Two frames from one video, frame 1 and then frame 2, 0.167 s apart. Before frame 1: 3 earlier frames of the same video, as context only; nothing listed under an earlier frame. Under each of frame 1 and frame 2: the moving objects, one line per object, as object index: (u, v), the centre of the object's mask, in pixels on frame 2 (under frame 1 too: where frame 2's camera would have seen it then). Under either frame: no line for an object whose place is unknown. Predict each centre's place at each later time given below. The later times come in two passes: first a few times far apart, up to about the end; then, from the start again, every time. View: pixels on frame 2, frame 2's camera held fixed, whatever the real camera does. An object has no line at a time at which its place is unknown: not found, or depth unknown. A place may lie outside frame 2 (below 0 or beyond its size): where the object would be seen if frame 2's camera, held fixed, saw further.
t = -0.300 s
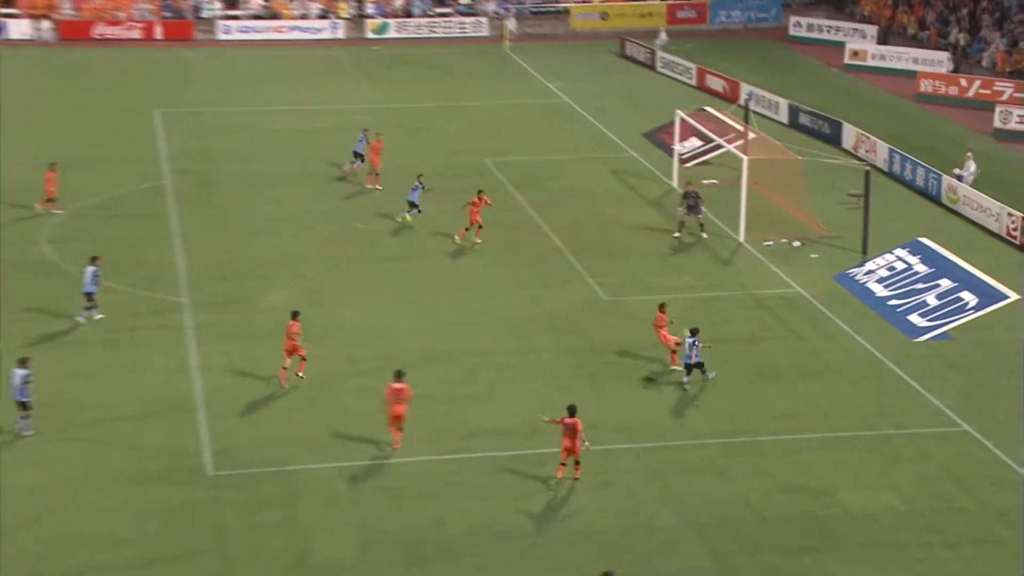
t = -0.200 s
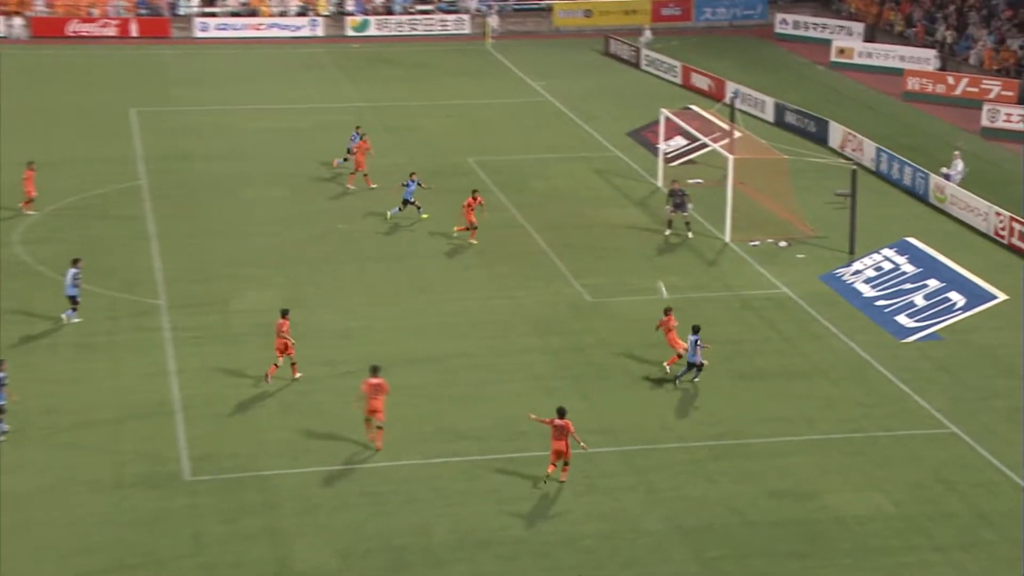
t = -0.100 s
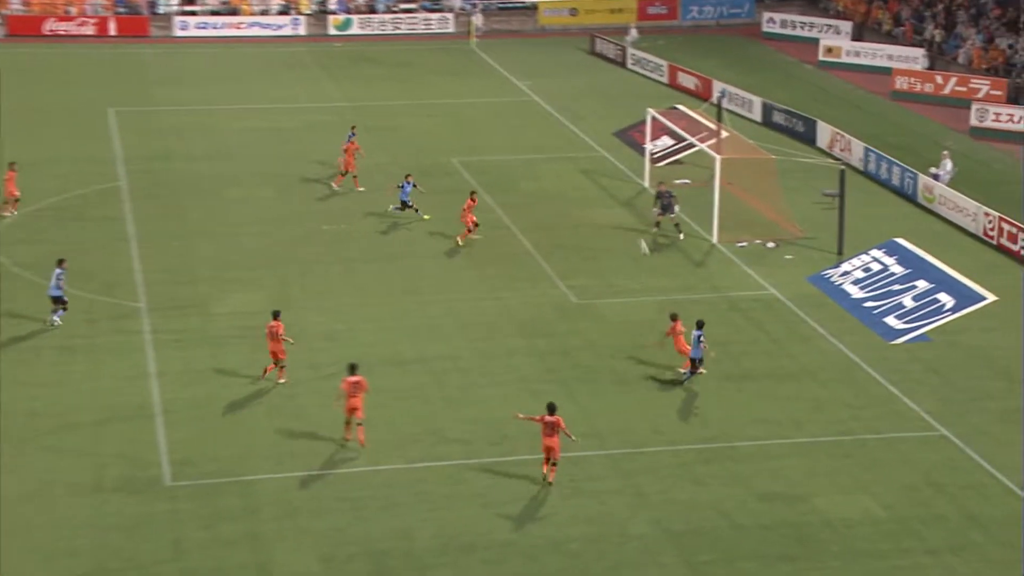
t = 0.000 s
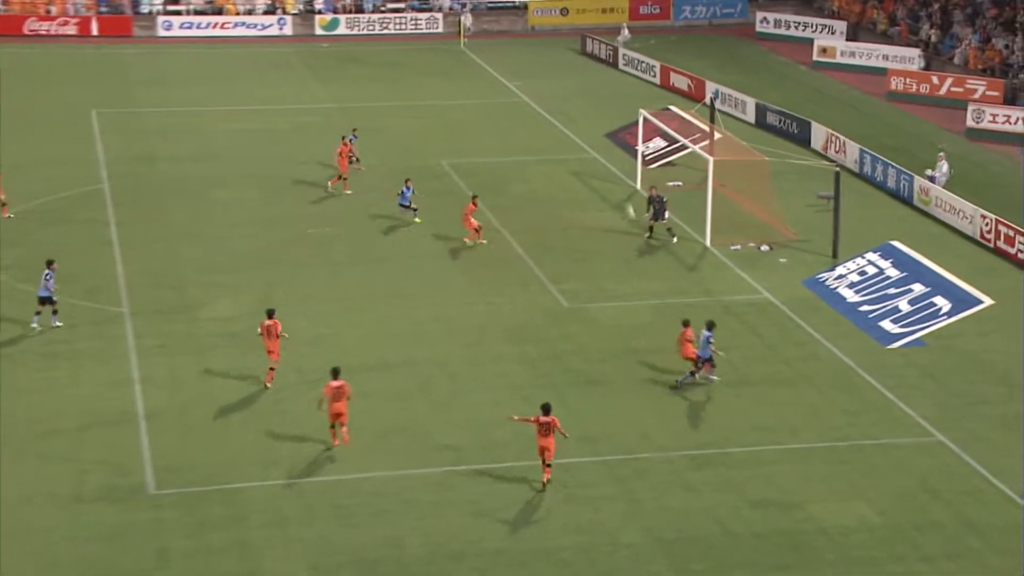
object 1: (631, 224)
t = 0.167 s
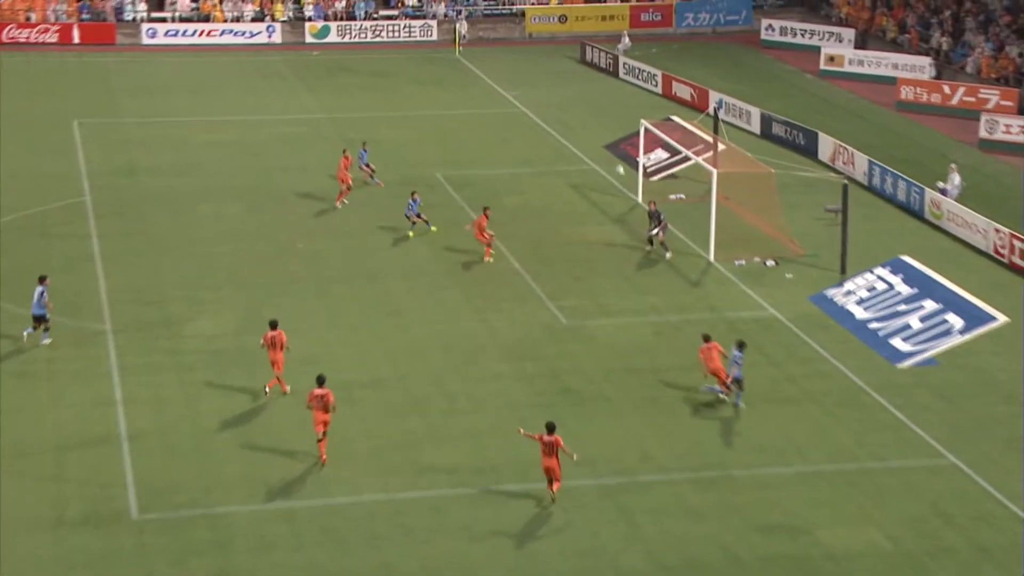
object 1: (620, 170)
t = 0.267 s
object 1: (612, 144)
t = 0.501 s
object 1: (595, 100)
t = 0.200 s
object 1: (618, 161)
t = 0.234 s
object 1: (616, 152)
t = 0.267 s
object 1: (612, 144)
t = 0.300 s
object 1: (610, 136)
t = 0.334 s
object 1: (608, 129)
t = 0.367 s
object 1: (606, 123)
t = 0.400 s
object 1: (603, 117)
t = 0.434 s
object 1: (600, 111)
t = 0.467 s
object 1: (598, 105)
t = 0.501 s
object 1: (595, 100)
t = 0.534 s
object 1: (592, 95)
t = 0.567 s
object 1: (590, 91)
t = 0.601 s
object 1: (586, 87)
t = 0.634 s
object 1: (584, 84)
